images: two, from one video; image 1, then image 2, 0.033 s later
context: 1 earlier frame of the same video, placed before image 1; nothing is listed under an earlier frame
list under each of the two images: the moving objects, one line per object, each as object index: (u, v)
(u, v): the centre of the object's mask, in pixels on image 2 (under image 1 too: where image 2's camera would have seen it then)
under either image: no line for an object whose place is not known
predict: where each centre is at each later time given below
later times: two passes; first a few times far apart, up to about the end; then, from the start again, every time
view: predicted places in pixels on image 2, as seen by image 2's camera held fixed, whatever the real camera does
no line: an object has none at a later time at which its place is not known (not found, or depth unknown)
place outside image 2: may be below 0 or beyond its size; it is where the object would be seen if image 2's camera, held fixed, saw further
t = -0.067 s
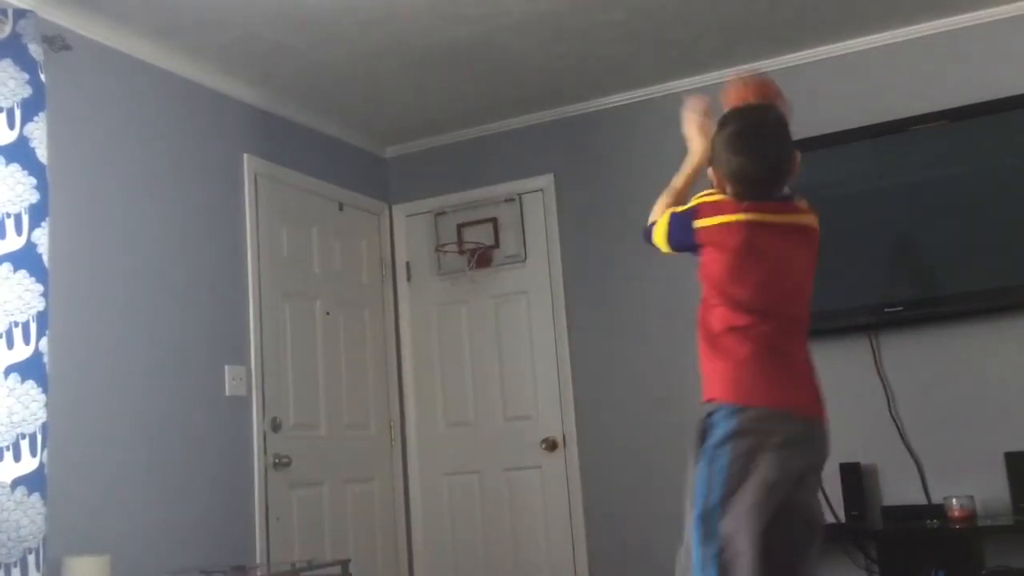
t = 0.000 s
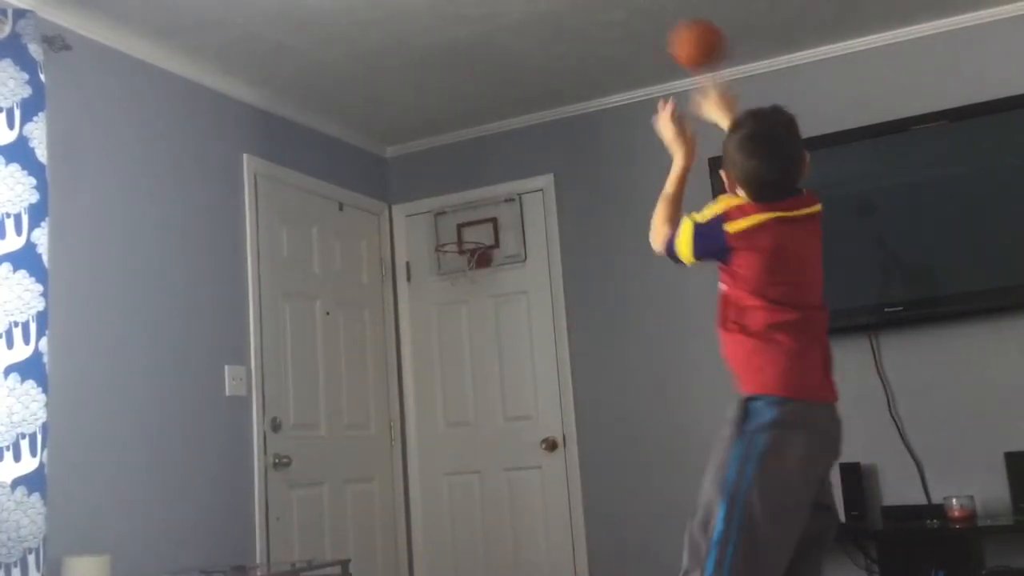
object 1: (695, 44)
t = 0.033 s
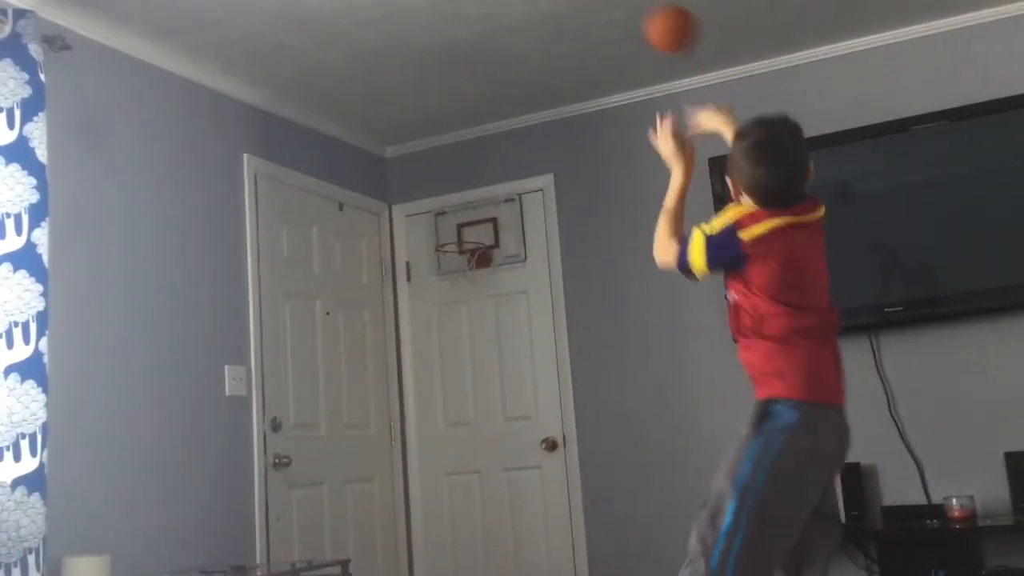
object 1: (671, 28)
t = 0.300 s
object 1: (535, 44)
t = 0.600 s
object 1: (463, 236)
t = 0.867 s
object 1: (438, 461)
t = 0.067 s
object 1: (647, 19)
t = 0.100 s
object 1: (625, 16)
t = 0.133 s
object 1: (607, 14)
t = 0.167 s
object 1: (589, 15)
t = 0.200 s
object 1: (574, 17)
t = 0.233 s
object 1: (560, 23)
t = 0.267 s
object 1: (547, 32)
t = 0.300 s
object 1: (535, 44)
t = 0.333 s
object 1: (525, 59)
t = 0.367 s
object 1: (514, 74)
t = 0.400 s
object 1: (505, 92)
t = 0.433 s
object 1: (497, 111)
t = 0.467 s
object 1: (489, 133)
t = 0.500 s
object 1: (483, 156)
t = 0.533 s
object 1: (475, 180)
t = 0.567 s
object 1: (470, 205)
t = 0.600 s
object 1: (463, 236)
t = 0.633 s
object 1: (460, 258)
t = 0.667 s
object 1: (455, 282)
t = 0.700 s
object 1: (454, 307)
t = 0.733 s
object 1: (451, 334)
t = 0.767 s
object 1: (449, 364)
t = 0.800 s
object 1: (445, 395)
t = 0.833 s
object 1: (442, 426)
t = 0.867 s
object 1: (438, 461)
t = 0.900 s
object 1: (432, 497)
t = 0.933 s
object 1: (430, 536)
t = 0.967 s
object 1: (426, 569)
